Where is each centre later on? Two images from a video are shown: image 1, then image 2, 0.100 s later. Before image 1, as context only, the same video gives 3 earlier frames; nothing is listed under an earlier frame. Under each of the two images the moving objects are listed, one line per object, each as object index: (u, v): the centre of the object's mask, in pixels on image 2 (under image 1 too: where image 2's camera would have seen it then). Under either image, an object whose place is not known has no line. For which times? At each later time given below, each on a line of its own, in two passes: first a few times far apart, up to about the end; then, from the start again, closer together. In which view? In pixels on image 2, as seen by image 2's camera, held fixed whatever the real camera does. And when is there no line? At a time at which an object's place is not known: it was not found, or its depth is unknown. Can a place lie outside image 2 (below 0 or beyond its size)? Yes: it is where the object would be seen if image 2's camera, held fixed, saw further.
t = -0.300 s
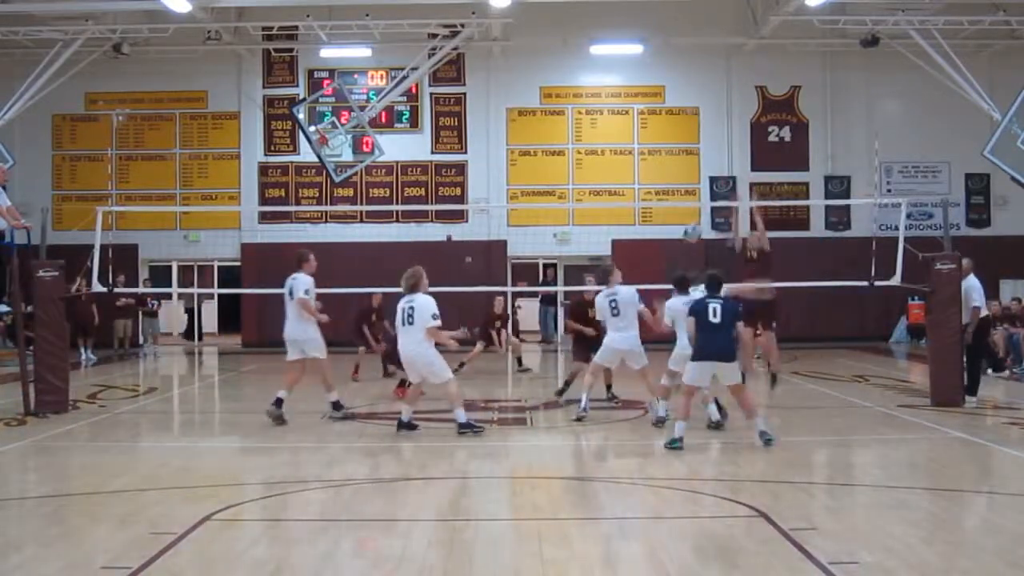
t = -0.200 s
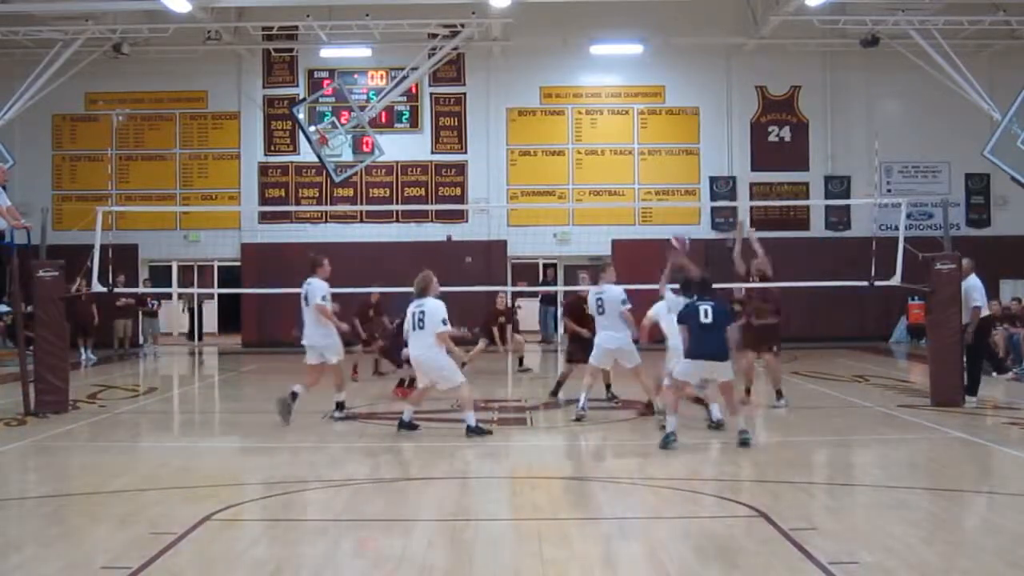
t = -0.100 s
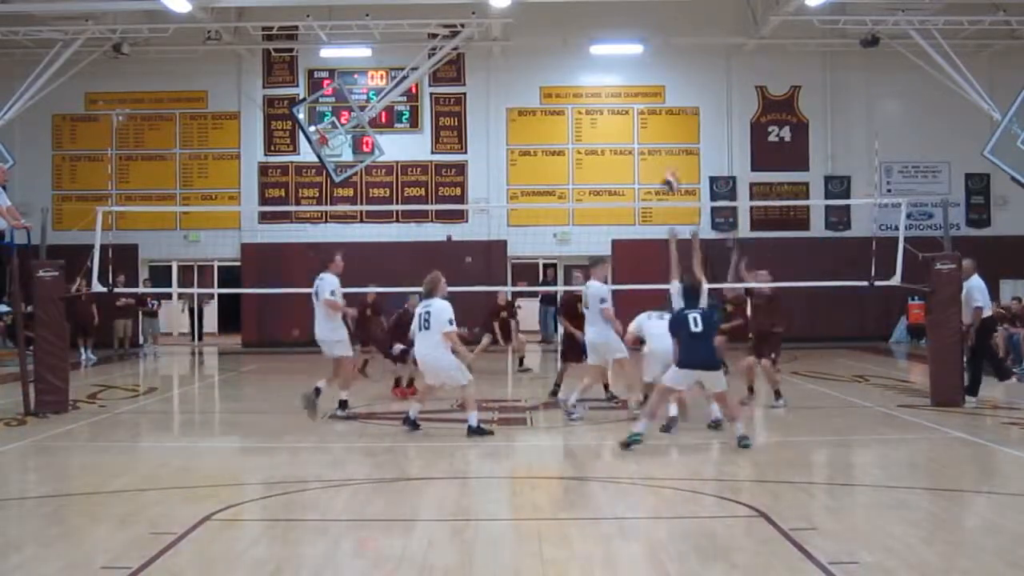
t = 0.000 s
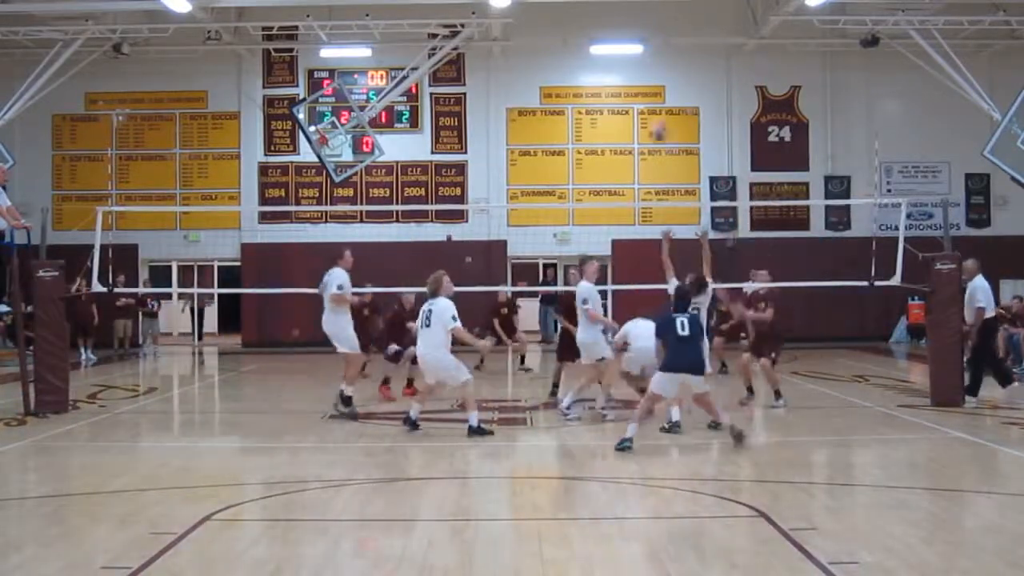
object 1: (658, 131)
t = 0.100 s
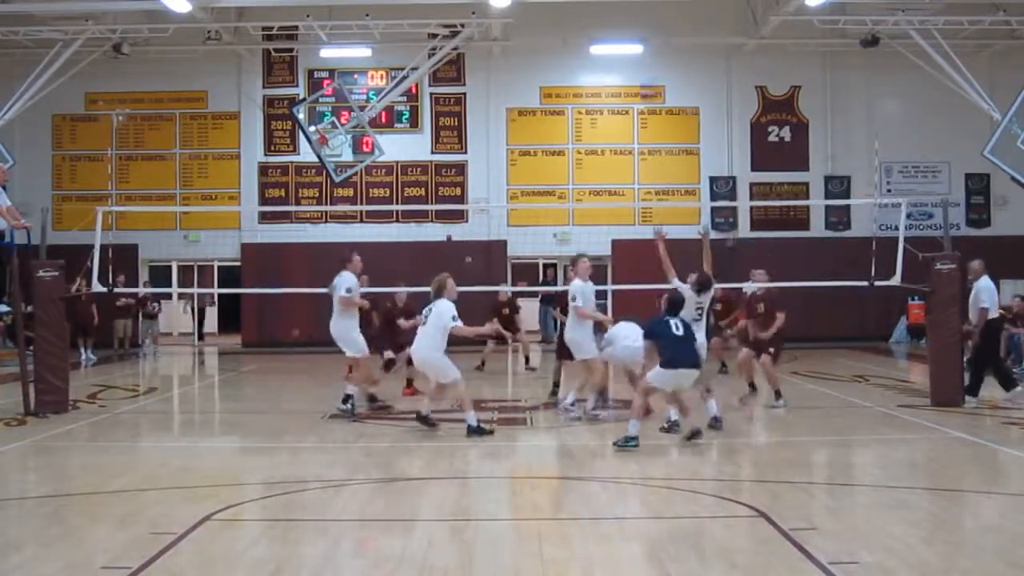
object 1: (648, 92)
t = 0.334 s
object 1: (616, 24)
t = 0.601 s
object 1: (574, 16)
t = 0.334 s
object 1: (616, 24)
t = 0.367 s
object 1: (610, 17)
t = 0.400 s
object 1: (605, 12)
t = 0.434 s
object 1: (600, 12)
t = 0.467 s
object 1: (594, 10)
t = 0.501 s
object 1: (591, 10)
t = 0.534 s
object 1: (585, 11)
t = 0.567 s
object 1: (580, 11)
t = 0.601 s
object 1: (574, 16)
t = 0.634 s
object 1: (567, 22)
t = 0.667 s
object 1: (562, 27)
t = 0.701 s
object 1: (557, 34)
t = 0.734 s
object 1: (550, 45)
